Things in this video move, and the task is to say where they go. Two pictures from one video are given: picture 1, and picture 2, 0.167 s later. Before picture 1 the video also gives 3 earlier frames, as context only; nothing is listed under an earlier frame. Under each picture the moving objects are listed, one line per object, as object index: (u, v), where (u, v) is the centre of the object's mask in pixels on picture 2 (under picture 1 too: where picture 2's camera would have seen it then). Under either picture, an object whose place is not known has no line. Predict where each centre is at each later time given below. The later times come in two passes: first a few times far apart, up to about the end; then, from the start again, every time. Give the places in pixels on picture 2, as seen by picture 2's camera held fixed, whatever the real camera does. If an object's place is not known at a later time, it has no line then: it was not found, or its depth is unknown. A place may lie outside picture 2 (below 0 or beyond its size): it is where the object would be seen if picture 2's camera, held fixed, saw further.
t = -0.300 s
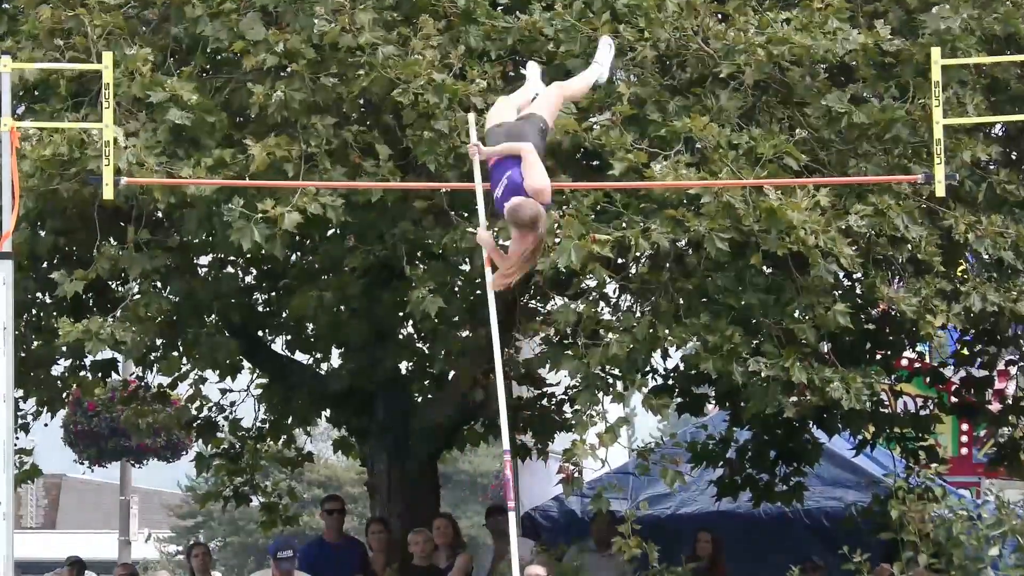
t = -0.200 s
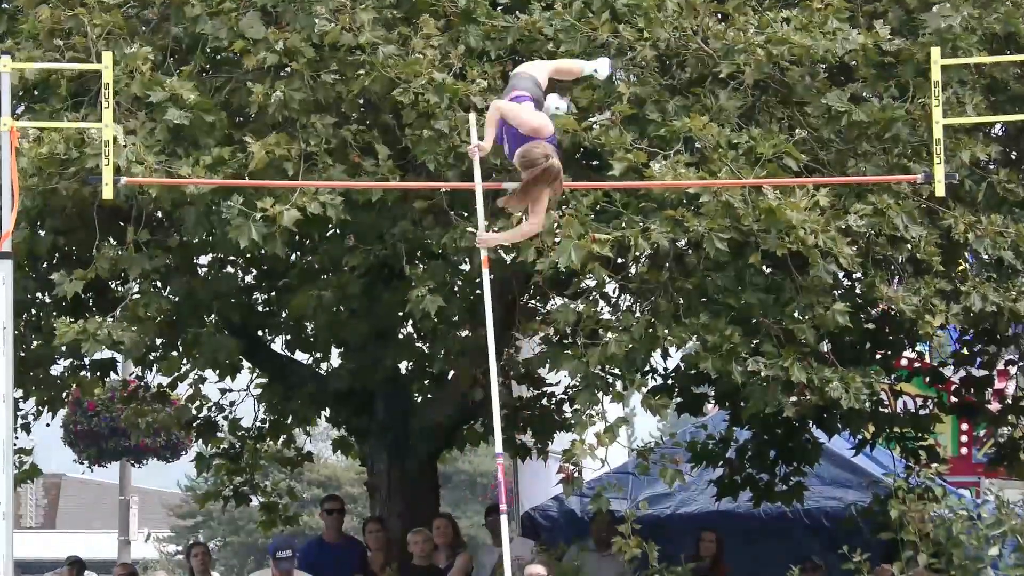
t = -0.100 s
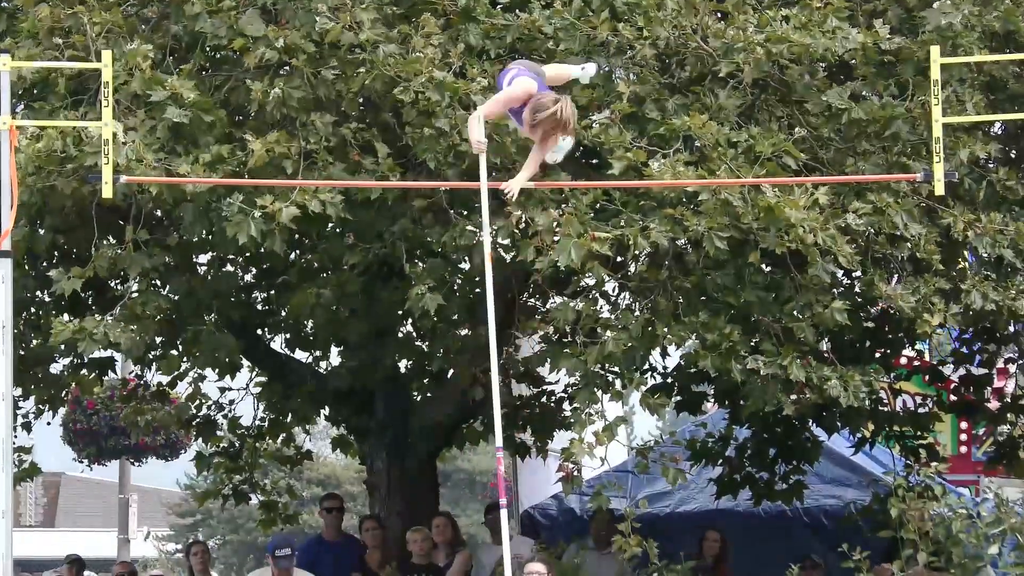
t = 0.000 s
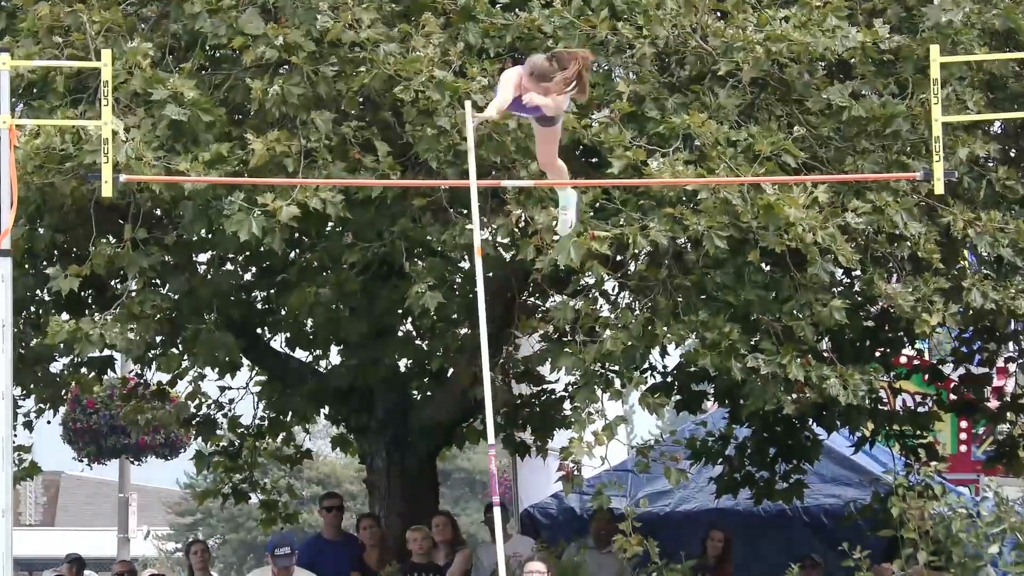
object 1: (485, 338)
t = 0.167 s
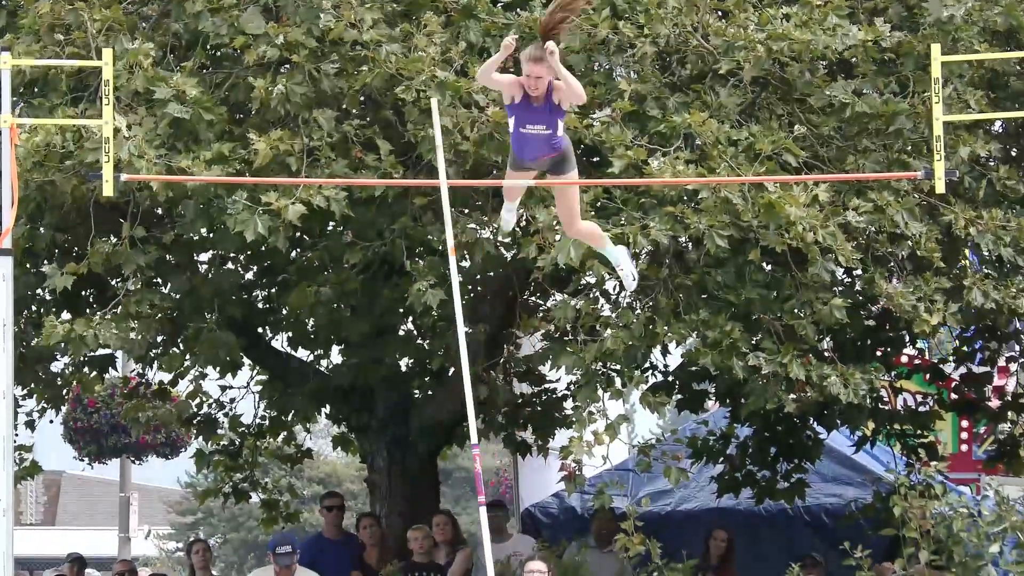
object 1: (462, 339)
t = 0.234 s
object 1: (451, 344)
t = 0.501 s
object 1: (389, 349)
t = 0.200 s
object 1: (456, 337)
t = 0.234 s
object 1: (451, 344)
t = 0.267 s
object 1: (445, 342)
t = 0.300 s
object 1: (438, 342)
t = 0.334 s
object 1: (431, 340)
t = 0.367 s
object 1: (424, 341)
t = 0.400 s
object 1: (416, 343)
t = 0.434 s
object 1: (409, 347)
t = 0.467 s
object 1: (400, 347)
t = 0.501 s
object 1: (389, 349)
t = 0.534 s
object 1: (380, 350)
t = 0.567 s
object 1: (369, 353)
